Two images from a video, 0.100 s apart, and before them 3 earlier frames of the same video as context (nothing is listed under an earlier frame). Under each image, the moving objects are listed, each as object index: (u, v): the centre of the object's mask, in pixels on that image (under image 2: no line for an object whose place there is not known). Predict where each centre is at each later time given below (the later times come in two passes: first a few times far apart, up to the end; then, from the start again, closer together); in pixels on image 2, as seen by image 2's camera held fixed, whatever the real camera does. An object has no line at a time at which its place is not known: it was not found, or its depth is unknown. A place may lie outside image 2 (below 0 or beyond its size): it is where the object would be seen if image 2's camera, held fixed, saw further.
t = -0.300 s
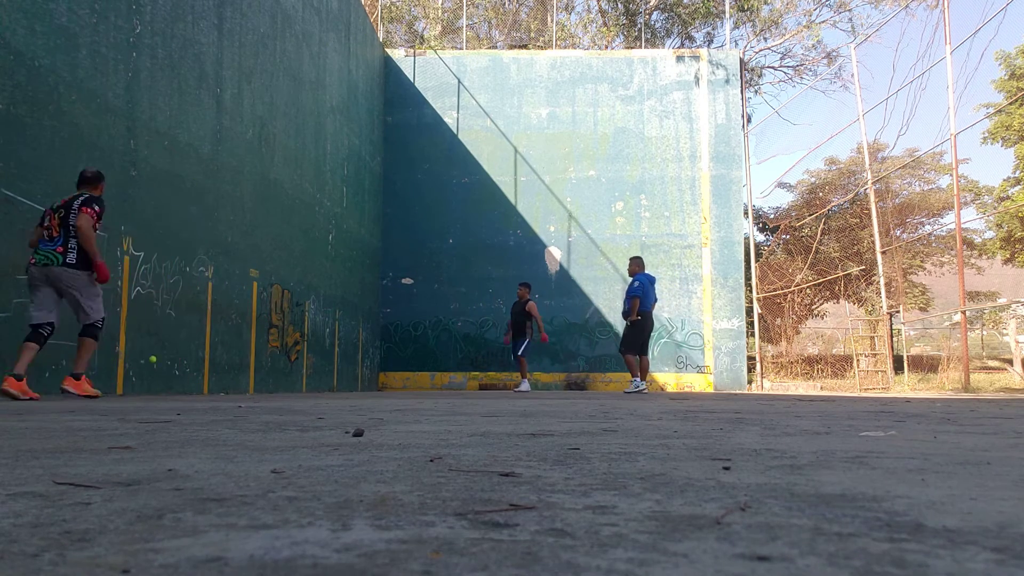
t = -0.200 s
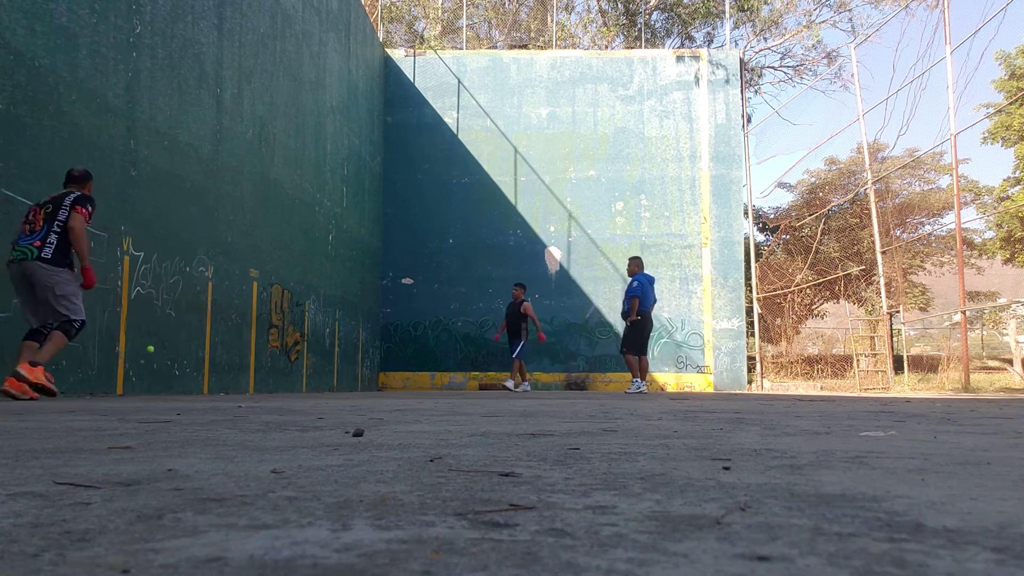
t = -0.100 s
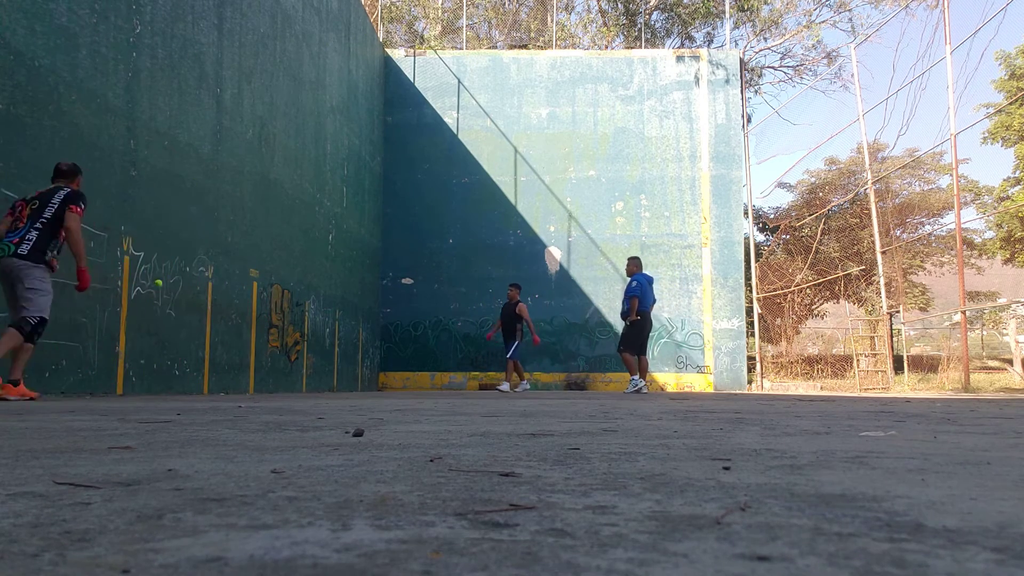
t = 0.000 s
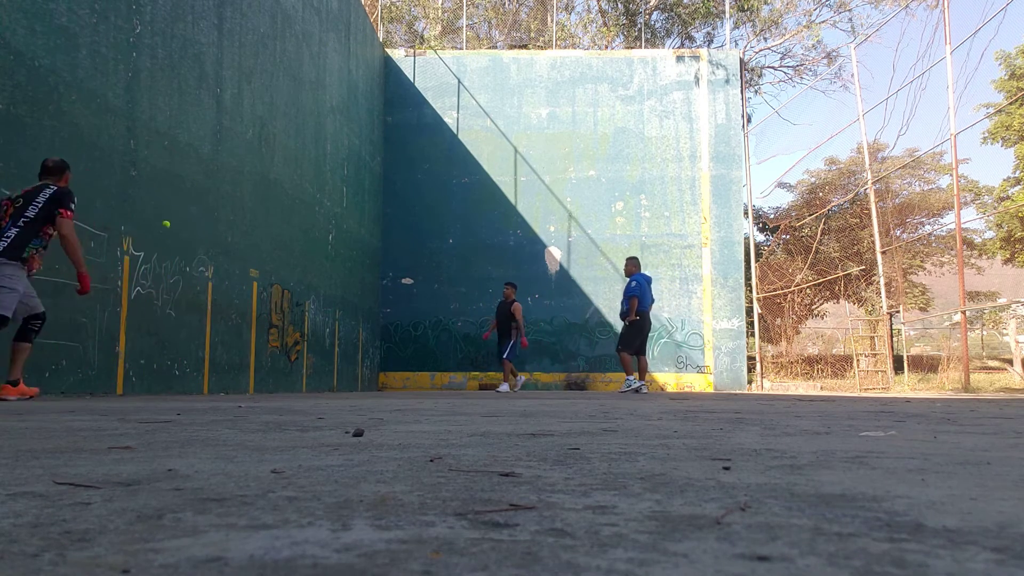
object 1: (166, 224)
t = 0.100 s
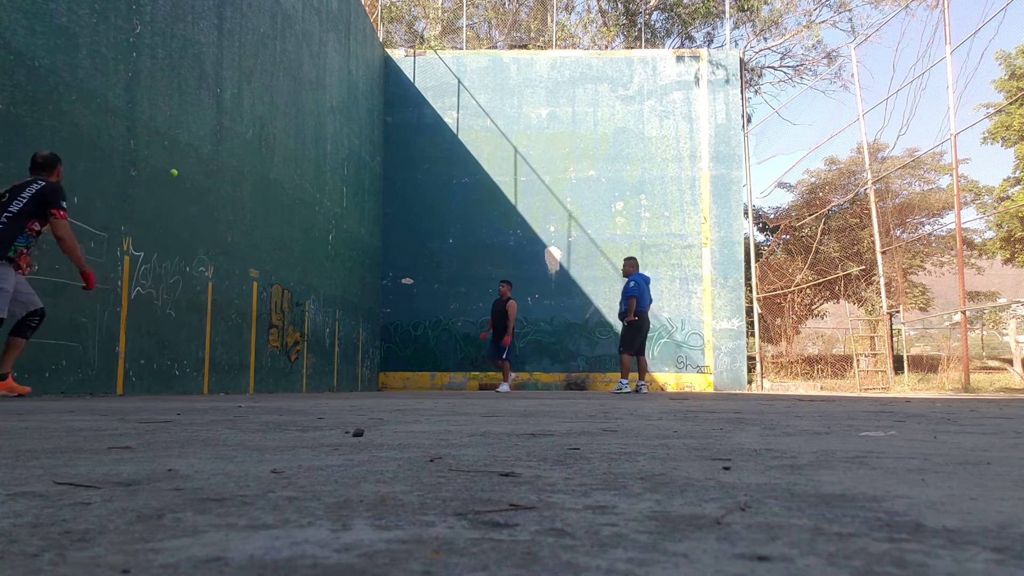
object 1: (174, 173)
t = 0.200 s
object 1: (181, 129)
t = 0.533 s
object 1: (204, 47)
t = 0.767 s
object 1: (224, 64)
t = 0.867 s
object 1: (232, 96)
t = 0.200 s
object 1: (181, 129)
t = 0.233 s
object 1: (183, 116)
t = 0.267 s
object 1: (185, 104)
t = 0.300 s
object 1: (188, 94)
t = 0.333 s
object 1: (191, 84)
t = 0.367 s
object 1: (193, 75)
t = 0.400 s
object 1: (195, 67)
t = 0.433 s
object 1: (197, 60)
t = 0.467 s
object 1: (198, 54)
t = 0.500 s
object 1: (200, 49)
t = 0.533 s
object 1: (204, 47)
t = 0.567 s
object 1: (207, 45)
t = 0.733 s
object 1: (221, 57)
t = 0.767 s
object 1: (224, 64)
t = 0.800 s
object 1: (226, 73)
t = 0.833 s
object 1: (230, 83)
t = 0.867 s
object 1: (232, 96)
